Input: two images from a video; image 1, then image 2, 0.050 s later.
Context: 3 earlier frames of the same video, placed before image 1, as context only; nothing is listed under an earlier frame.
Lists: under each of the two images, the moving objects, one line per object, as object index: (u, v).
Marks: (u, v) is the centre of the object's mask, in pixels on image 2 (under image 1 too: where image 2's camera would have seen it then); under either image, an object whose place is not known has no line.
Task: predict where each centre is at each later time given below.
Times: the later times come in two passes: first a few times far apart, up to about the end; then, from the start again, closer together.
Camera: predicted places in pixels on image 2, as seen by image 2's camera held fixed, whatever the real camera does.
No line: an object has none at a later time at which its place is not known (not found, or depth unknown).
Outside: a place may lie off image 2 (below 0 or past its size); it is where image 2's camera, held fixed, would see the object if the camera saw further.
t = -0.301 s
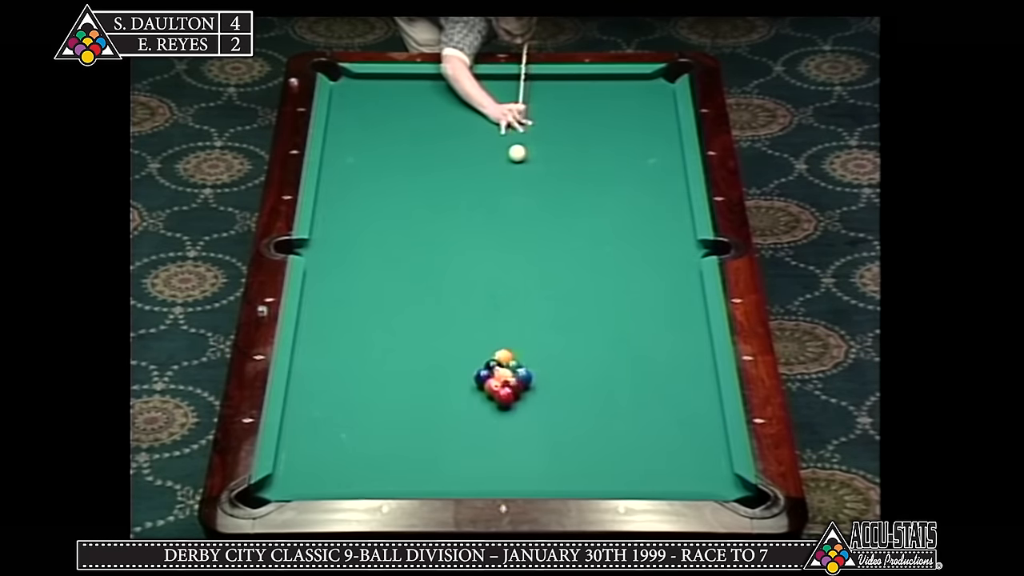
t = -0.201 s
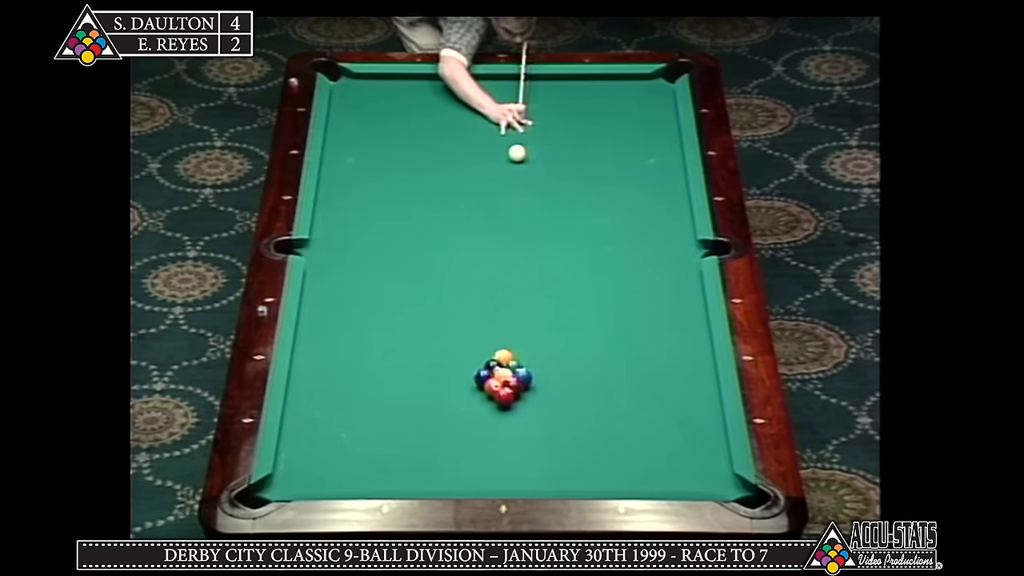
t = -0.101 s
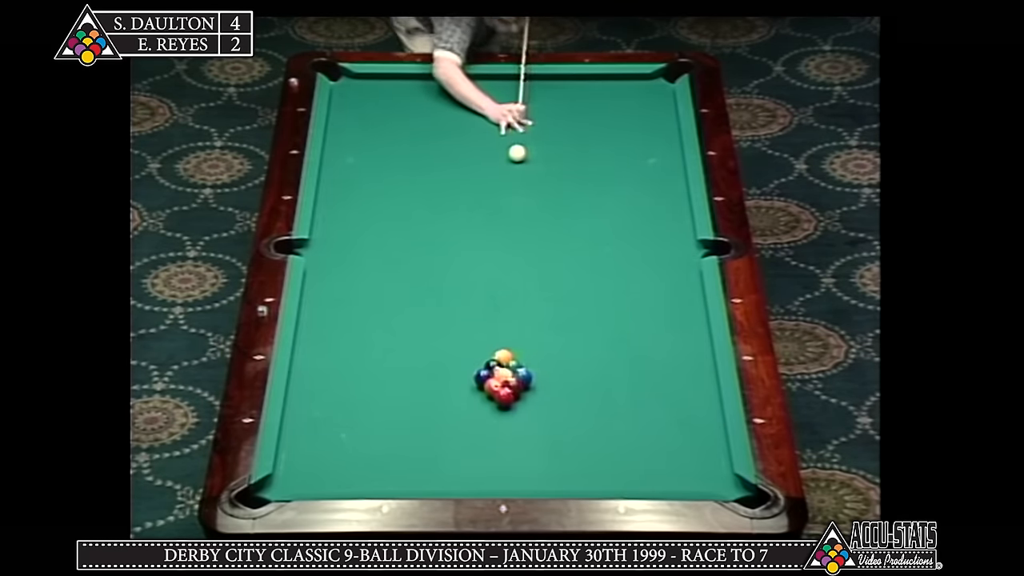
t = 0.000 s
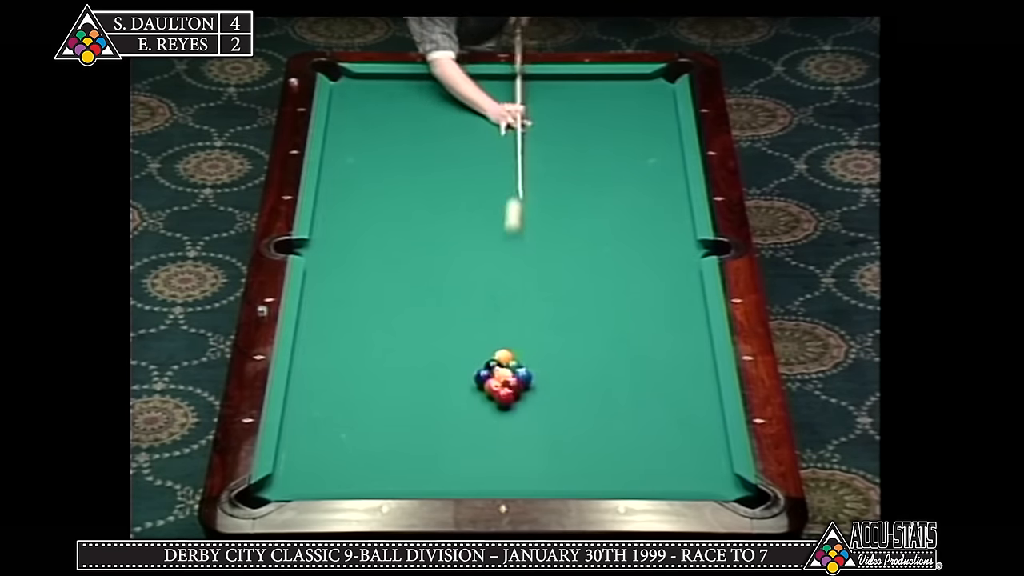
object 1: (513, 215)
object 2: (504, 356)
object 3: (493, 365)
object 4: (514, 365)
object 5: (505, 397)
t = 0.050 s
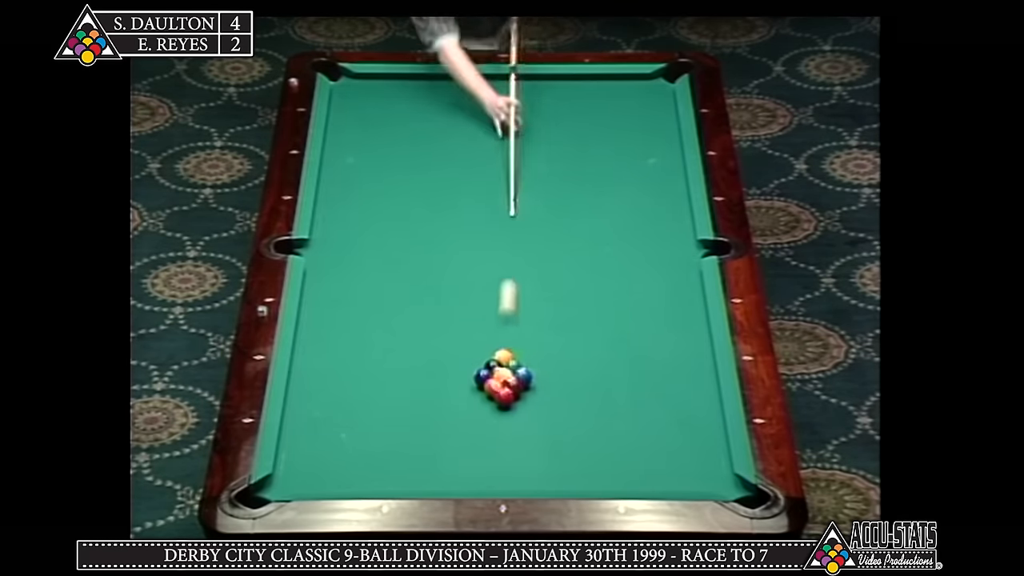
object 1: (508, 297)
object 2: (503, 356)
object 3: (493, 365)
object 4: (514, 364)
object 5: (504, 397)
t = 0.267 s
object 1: (528, 303)
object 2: (496, 339)
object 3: (435, 364)
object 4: (554, 364)
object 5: (482, 472)
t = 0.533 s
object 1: (556, 257)
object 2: (485, 312)
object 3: (367, 357)
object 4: (603, 356)
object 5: (508, 480)
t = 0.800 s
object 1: (577, 233)
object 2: (475, 286)
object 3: (303, 351)
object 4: (649, 349)
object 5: (443, 458)
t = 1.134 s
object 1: (601, 210)
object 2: (463, 257)
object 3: (344, 340)
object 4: (703, 340)
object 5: (416, 417)
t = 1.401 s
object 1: (618, 193)
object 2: (455, 236)
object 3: (376, 332)
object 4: (678, 335)
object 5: (405, 384)
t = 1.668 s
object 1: (634, 177)
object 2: (447, 216)
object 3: (406, 324)
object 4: (657, 330)
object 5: (395, 352)
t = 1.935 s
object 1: (650, 162)
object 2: (440, 198)
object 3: (435, 318)
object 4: (638, 329)
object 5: (386, 324)
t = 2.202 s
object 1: (664, 149)
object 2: (434, 181)
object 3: (459, 312)
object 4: (619, 325)
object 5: (378, 297)
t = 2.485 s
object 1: (671, 136)
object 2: (428, 165)
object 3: (484, 305)
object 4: (602, 321)
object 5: (369, 271)
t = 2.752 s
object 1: (663, 127)
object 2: (423, 150)
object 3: (505, 300)
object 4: (588, 319)
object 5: (362, 249)
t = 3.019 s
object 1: (656, 119)
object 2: (419, 136)
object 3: (525, 295)
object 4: (576, 316)
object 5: (356, 228)
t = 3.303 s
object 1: (649, 111)
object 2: (414, 123)
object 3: (545, 290)
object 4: (565, 315)
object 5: (349, 207)
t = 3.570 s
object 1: (644, 105)
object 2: (411, 112)
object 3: (560, 286)
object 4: (556, 313)
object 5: (344, 189)
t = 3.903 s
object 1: (638, 98)
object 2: (407, 100)
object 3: (577, 282)
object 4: (548, 311)
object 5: (338, 169)
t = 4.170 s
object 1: (634, 93)
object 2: (405, 91)
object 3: (591, 279)
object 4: (543, 310)
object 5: (333, 154)
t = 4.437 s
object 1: (631, 90)
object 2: (402, 83)
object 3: (599, 276)
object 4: (539, 310)
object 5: (331, 141)
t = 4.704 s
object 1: (627, 87)
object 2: (400, 79)
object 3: (609, 273)
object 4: (538, 310)
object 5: (337, 129)
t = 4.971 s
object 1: (624, 85)
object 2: (398, 82)
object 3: (617, 272)
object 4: (538, 309)
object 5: (341, 118)
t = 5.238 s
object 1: (623, 83)
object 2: (396, 85)
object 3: (623, 270)
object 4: (538, 309)
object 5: (346, 109)
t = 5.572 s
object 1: (622, 82)
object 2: (394, 87)
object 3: (628, 269)
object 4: (538, 309)
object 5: (350, 98)
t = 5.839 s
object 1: (622, 82)
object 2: (394, 89)
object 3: (631, 268)
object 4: (538, 309)
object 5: (354, 91)
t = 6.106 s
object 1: (622, 82)
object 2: (393, 90)
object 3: (632, 268)
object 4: (538, 309)
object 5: (358, 84)
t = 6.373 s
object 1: (622, 82)
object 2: (393, 90)
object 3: (632, 268)
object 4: (538, 309)
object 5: (360, 78)
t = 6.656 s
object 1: (622, 82)
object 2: (393, 90)
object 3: (632, 268)
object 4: (538, 309)
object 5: (361, 80)
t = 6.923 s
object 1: (622, 82)
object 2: (393, 89)
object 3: (632, 268)
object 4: (538, 309)
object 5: (361, 82)
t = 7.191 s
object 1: (622, 82)
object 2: (393, 90)
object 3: (632, 268)
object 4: (538, 310)
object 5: (362, 83)
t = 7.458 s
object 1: (622, 82)
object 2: (393, 90)
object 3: (632, 268)
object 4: (538, 309)
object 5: (361, 84)
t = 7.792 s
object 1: (622, 82)
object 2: (393, 89)
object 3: (632, 268)
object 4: (539, 309)
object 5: (361, 84)
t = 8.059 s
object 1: (622, 82)
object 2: (393, 90)
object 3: (632, 268)
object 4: (539, 309)
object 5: (361, 84)
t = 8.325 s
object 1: (623, 82)
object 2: (393, 90)
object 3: (632, 268)
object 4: (539, 309)
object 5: (361, 84)
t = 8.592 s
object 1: (622, 82)
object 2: (393, 90)
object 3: (632, 268)
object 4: (539, 309)
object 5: (361, 84)
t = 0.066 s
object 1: (506, 326)
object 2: (504, 356)
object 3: (493, 365)
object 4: (514, 364)
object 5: (505, 397)
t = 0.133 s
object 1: (512, 322)
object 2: (501, 349)
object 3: (474, 368)
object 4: (527, 368)
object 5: (494, 431)
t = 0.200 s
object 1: (520, 306)
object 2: (499, 345)
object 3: (452, 366)
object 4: (542, 366)
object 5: (480, 474)
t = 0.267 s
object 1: (528, 303)
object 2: (496, 339)
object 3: (435, 364)
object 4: (554, 364)
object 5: (482, 472)
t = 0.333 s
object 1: (536, 286)
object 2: (493, 332)
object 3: (417, 362)
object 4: (567, 362)
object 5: (517, 474)
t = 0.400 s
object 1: (543, 276)
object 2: (490, 325)
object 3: (401, 360)
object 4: (580, 360)
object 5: (548, 473)
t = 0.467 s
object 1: (550, 266)
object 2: (487, 318)
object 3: (384, 359)
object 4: (591, 358)
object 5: (535, 479)
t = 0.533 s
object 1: (556, 257)
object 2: (485, 312)
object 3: (367, 357)
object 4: (603, 356)
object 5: (508, 480)
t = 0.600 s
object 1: (562, 249)
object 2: (482, 305)
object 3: (351, 355)
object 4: (615, 355)
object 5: (489, 475)
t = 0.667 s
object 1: (567, 243)
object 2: (479, 299)
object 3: (334, 354)
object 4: (627, 352)
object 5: (470, 469)
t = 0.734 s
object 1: (572, 238)
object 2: (477, 293)
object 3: (318, 351)
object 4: (638, 351)
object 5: (456, 463)
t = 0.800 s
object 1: (577, 233)
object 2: (475, 286)
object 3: (303, 351)
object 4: (649, 349)
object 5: (443, 458)
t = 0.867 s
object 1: (582, 228)
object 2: (472, 281)
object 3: (310, 348)
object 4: (661, 346)
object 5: (430, 453)
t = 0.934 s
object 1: (587, 223)
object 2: (470, 275)
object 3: (319, 346)
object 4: (671, 344)
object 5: (421, 446)
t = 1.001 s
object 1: (592, 219)
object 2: (468, 269)
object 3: (328, 344)
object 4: (683, 342)
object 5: (420, 435)
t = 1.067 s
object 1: (596, 214)
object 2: (465, 263)
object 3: (336, 342)
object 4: (694, 342)
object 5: (419, 426)
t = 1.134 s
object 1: (601, 210)
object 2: (463, 257)
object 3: (344, 340)
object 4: (703, 340)
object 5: (416, 417)
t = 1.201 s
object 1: (605, 206)
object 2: (461, 252)
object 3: (352, 338)
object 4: (696, 338)
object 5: (413, 409)
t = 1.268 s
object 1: (610, 201)
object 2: (459, 246)
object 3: (361, 336)
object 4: (690, 337)
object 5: (410, 400)
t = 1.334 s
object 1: (614, 197)
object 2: (457, 241)
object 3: (368, 334)
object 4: (684, 336)
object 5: (408, 392)
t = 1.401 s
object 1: (618, 193)
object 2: (455, 236)
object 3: (376, 332)
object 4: (678, 335)
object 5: (405, 384)
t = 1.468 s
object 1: (622, 189)
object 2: (453, 231)
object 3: (384, 330)
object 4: (673, 334)
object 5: (403, 376)
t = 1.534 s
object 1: (626, 185)
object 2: (451, 226)
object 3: (391, 329)
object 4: (668, 333)
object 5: (400, 368)
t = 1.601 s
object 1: (630, 181)
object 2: (449, 221)
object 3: (399, 326)
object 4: (663, 331)
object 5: (398, 360)
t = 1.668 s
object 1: (634, 177)
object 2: (447, 216)
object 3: (406, 324)
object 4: (657, 330)
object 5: (395, 352)
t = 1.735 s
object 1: (638, 173)
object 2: (445, 212)
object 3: (413, 323)
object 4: (651, 330)
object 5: (393, 345)
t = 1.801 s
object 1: (642, 170)
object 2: (443, 207)
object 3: (420, 322)
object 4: (647, 330)
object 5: (391, 338)
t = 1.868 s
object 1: (646, 166)
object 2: (442, 202)
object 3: (427, 320)
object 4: (642, 330)
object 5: (389, 331)
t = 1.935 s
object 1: (650, 162)
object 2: (440, 198)
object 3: (435, 318)
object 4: (638, 329)
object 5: (386, 324)
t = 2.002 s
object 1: (653, 159)
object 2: (439, 193)
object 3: (441, 317)
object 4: (633, 328)
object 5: (384, 317)
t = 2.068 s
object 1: (657, 156)
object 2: (437, 189)
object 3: (447, 315)
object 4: (628, 326)
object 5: (382, 310)
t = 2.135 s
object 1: (660, 152)
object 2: (435, 185)
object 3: (453, 313)
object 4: (623, 326)
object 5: (380, 304)
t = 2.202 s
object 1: (664, 149)
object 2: (434, 181)
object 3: (459, 312)
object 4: (619, 325)
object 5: (378, 297)
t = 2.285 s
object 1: (668, 145)
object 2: (432, 176)
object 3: (467, 310)
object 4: (614, 324)
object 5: (375, 289)
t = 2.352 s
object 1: (672, 141)
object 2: (431, 172)
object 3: (473, 308)
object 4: (610, 324)
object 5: (374, 283)
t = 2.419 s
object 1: (673, 138)
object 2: (430, 168)
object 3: (478, 307)
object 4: (606, 323)
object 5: (371, 277)
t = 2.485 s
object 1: (671, 136)
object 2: (428, 165)
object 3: (484, 305)
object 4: (602, 321)
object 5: (369, 271)
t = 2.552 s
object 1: (669, 134)
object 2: (427, 161)
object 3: (490, 304)
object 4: (598, 321)
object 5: (368, 265)
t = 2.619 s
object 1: (667, 132)
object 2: (425, 157)
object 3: (495, 303)
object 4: (595, 321)
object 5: (367, 259)
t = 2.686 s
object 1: (665, 129)
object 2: (424, 153)
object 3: (501, 301)
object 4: (592, 320)
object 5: (364, 254)
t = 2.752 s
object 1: (663, 127)
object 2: (423, 150)
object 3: (505, 300)
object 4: (588, 319)
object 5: (362, 249)
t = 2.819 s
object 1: (661, 125)
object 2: (422, 146)
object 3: (511, 299)
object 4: (585, 319)
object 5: (361, 243)
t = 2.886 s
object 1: (659, 123)
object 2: (421, 143)
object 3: (516, 297)
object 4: (582, 318)
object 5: (360, 238)
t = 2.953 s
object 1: (658, 121)
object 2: (420, 139)
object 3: (521, 296)
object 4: (579, 317)
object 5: (358, 233)
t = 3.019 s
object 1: (656, 119)
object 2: (419, 136)
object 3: (525, 295)
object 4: (576, 316)
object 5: (356, 228)
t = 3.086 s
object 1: (654, 117)
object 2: (418, 133)
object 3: (530, 294)
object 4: (573, 316)
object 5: (355, 223)
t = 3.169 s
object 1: (652, 115)
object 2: (416, 129)
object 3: (536, 292)
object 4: (570, 315)
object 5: (353, 217)
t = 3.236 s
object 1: (651, 113)
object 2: (416, 126)
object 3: (540, 291)
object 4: (567, 315)
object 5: (351, 212)
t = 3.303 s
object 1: (649, 111)
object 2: (414, 123)
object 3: (545, 290)
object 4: (565, 315)
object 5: (349, 207)
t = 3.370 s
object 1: (648, 109)
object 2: (414, 120)
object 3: (548, 289)
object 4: (563, 314)
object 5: (348, 202)
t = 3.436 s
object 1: (647, 108)
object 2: (413, 118)
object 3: (552, 288)
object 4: (560, 314)
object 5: (347, 198)
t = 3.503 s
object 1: (645, 106)
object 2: (412, 115)
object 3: (556, 287)
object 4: (558, 313)
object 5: (346, 193)
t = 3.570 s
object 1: (644, 105)
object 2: (411, 112)
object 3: (560, 286)
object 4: (556, 313)
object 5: (344, 189)
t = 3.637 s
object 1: (643, 103)
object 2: (410, 110)
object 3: (564, 285)
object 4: (554, 313)
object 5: (342, 185)
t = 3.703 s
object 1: (641, 102)
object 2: (409, 107)
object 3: (568, 284)
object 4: (553, 312)
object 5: (341, 181)
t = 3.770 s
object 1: (640, 100)
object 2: (409, 105)
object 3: (571, 283)
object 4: (551, 312)
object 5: (340, 177)
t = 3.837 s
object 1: (639, 99)
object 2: (408, 102)
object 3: (574, 283)
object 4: (550, 312)
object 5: (339, 173)
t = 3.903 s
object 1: (638, 98)
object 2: (407, 100)
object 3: (577, 282)
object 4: (548, 311)
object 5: (338, 169)
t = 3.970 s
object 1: (637, 97)
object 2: (407, 97)
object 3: (581, 281)
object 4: (547, 311)
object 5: (336, 165)
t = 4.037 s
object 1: (636, 96)
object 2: (406, 95)
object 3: (584, 280)
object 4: (545, 311)
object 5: (335, 161)
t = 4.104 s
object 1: (635, 95)
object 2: (405, 93)
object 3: (587, 279)
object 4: (544, 310)
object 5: (334, 157)
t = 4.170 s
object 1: (634, 93)
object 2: (405, 91)
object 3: (591, 279)
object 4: (543, 310)
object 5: (333, 154)
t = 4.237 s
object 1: (633, 92)
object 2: (404, 89)
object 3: (593, 278)
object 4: (542, 310)
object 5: (332, 150)
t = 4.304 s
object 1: (632, 91)
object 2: (403, 87)
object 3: (595, 277)
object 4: (541, 310)
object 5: (331, 147)
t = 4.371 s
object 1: (631, 91)
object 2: (403, 85)
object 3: (598, 276)
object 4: (540, 310)
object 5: (331, 144)
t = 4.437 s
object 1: (631, 90)
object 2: (402, 83)
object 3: (599, 276)
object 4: (539, 310)
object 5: (331, 141)
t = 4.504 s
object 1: (629, 89)
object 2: (402, 81)
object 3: (603, 275)
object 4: (539, 310)
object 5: (333, 138)
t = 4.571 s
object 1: (629, 88)
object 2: (401, 79)
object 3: (605, 274)
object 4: (539, 310)
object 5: (335, 134)
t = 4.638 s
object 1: (628, 87)
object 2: (401, 78)
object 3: (607, 274)
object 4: (538, 310)
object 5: (336, 131)
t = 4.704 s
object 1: (627, 87)
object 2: (400, 79)
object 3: (609, 273)
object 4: (538, 310)
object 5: (337, 129)
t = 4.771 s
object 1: (626, 86)
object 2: (400, 80)
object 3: (611, 273)
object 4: (538, 310)
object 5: (338, 126)
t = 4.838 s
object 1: (626, 86)
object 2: (399, 80)
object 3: (613, 273)
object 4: (538, 310)
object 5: (339, 124)
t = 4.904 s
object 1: (625, 85)
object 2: (399, 81)
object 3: (615, 272)
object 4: (538, 310)
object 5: (340, 121)
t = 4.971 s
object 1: (624, 85)
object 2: (398, 82)
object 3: (617, 272)
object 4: (538, 309)
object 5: (341, 118)
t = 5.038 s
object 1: (624, 84)
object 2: (398, 83)
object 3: (619, 271)
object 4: (538, 309)
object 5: (342, 116)
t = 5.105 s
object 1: (623, 84)
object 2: (397, 83)
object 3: (620, 271)
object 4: (538, 309)
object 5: (343, 113)
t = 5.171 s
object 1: (623, 83)
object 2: (397, 84)
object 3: (621, 270)
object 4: (538, 309)
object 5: (345, 111)
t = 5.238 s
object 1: (623, 83)
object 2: (396, 85)
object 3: (623, 270)
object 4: (538, 309)
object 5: (346, 109)
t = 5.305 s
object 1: (623, 83)
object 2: (396, 85)
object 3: (624, 270)
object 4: (538, 309)
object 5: (347, 106)
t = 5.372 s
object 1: (622, 83)
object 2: (395, 86)
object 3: (625, 269)
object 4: (538, 309)
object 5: (348, 104)
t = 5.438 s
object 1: (622, 82)
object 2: (395, 86)
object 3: (626, 269)
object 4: (538, 309)
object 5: (349, 102)
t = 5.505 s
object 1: (622, 82)
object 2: (395, 87)
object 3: (627, 269)
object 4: (538, 309)
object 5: (349, 100)
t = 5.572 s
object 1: (622, 82)
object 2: (394, 87)
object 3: (628, 269)
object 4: (538, 309)
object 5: (350, 98)
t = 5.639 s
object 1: (622, 82)
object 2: (394, 88)
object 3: (629, 269)
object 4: (538, 309)
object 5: (351, 96)
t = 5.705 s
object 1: (622, 82)
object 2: (394, 88)
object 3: (630, 268)
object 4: (538, 309)
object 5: (352, 94)
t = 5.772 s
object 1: (622, 82)
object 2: (394, 88)
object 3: (631, 268)
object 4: (538, 309)
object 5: (353, 92)
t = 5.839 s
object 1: (622, 82)
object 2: (394, 89)
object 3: (631, 268)
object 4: (538, 309)
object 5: (354, 91)
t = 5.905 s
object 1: (622, 82)
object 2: (394, 89)
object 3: (632, 268)
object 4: (538, 309)
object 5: (355, 89)
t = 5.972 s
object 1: (622, 82)
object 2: (393, 89)
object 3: (632, 268)
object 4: (538, 309)
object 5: (356, 87)
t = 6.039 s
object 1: (623, 82)
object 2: (393, 89)
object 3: (632, 268)
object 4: (538, 309)
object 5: (357, 85)
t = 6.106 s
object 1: (622, 82)
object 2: (393, 90)
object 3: (632, 268)
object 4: (538, 309)
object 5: (358, 84)
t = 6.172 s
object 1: (622, 82)
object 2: (393, 89)
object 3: (633, 268)
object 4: (538, 309)
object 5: (358, 82)
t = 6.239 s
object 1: (622, 82)
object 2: (393, 90)
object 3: (633, 268)
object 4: (538, 309)
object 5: (359, 81)
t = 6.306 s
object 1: (622, 82)
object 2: (393, 90)
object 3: (632, 268)
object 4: (538, 309)
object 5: (360, 79)
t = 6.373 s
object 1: (622, 82)
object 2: (393, 90)
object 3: (632, 268)
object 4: (538, 309)
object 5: (360, 78)
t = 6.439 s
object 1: (622, 82)
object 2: (393, 90)
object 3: (632, 268)
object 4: (538, 309)
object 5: (361, 77)
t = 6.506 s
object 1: (622, 82)
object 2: (393, 90)
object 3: (632, 268)
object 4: (538, 309)
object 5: (361, 78)
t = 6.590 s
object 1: (622, 82)
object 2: (393, 90)
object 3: (632, 268)
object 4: (538, 309)
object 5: (361, 80)
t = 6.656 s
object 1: (622, 82)
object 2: (393, 90)
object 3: (632, 268)
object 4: (538, 309)
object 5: (361, 80)
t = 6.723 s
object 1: (623, 82)
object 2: (393, 89)
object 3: (632, 268)
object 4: (538, 309)
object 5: (361, 81)
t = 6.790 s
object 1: (623, 82)
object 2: (393, 89)
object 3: (632, 268)
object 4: (538, 309)
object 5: (361, 81)
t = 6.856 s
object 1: (622, 82)
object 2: (393, 89)
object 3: (632, 268)
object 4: (538, 309)
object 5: (361, 82)
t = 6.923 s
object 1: (622, 82)
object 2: (393, 89)
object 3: (632, 268)
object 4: (538, 309)
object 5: (361, 82)
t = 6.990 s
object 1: (622, 82)
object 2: (393, 89)
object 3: (632, 268)
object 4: (538, 309)
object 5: (361, 83)
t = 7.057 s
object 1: (622, 82)
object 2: (393, 89)
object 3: (632, 268)
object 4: (538, 309)
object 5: (361, 83)
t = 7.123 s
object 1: (622, 82)
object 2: (393, 89)
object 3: (632, 268)
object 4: (538, 309)
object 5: (361, 83)
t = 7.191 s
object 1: (622, 82)
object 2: (393, 90)
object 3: (632, 268)
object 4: (538, 310)
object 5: (362, 83)
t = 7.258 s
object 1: (622, 82)
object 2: (393, 90)
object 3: (632, 268)
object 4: (539, 310)
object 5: (362, 83)
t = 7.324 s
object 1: (622, 82)
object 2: (393, 90)
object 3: (632, 268)
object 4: (538, 310)
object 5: (361, 84)
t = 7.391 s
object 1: (622, 82)
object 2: (393, 90)
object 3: (632, 268)
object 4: (539, 309)
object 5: (362, 83)
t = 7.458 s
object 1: (622, 82)
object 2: (393, 90)
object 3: (632, 268)
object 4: (538, 309)
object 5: (361, 84)
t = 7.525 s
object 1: (622, 82)
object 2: (393, 90)
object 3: (632, 268)
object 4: (539, 309)
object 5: (361, 84)
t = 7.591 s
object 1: (623, 82)
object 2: (393, 90)
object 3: (632, 268)
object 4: (539, 309)
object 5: (361, 84)
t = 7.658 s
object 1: (622, 82)
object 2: (393, 89)
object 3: (632, 268)
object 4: (539, 309)
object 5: (361, 84)
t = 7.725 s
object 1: (622, 82)
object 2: (393, 90)
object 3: (632, 268)
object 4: (539, 309)
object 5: (361, 84)
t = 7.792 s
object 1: (622, 82)
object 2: (393, 89)
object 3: (632, 268)
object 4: (539, 309)
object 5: (361, 84)
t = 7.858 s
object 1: (622, 82)
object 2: (393, 90)
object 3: (632, 268)
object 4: (538, 310)
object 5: (361, 84)
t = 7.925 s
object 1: (622, 82)
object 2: (393, 89)
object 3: (632, 268)
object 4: (539, 309)
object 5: (361, 84)
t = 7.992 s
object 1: (622, 82)
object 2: (393, 90)
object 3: (632, 268)
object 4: (538, 309)
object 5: (361, 84)
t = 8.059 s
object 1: (622, 82)
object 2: (393, 90)
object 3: (632, 268)
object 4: (539, 309)
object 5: (361, 84)
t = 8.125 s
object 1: (622, 82)
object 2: (393, 90)
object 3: (632, 268)
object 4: (538, 309)
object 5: (361, 84)
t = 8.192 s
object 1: (622, 82)
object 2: (393, 90)
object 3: (632, 268)
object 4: (538, 309)
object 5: (361, 84)
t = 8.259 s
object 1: (622, 82)
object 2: (393, 90)
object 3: (632, 268)
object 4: (539, 309)
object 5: (361, 84)
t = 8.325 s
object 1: (623, 82)
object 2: (393, 90)
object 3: (632, 268)
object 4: (539, 309)
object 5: (361, 84)
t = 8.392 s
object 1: (623, 82)
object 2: (393, 90)
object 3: (632, 268)
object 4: (539, 309)
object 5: (361, 84)
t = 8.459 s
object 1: (622, 82)
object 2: (393, 90)
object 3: (632, 268)
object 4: (538, 309)
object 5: (361, 84)
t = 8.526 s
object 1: (622, 82)
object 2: (393, 90)
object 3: (632, 268)
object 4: (538, 309)
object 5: (361, 84)
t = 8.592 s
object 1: (622, 82)
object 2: (393, 90)
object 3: (632, 268)
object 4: (539, 309)
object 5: (361, 84)
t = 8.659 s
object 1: (622, 82)
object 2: (393, 90)
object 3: (632, 268)
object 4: (539, 309)
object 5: (361, 84)
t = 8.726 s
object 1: (622, 82)
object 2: (393, 90)
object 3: (632, 268)
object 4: (539, 309)
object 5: (361, 84)
